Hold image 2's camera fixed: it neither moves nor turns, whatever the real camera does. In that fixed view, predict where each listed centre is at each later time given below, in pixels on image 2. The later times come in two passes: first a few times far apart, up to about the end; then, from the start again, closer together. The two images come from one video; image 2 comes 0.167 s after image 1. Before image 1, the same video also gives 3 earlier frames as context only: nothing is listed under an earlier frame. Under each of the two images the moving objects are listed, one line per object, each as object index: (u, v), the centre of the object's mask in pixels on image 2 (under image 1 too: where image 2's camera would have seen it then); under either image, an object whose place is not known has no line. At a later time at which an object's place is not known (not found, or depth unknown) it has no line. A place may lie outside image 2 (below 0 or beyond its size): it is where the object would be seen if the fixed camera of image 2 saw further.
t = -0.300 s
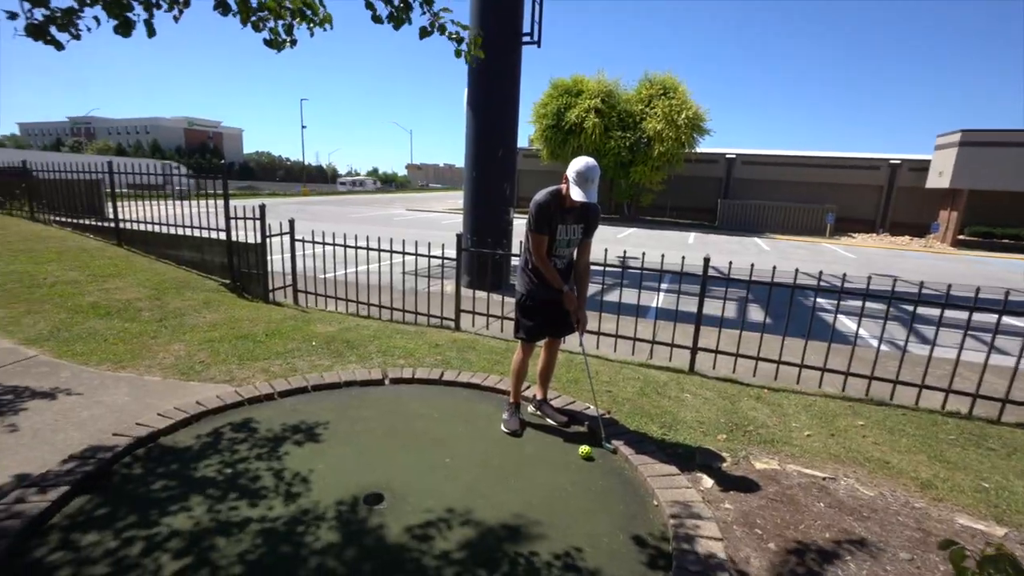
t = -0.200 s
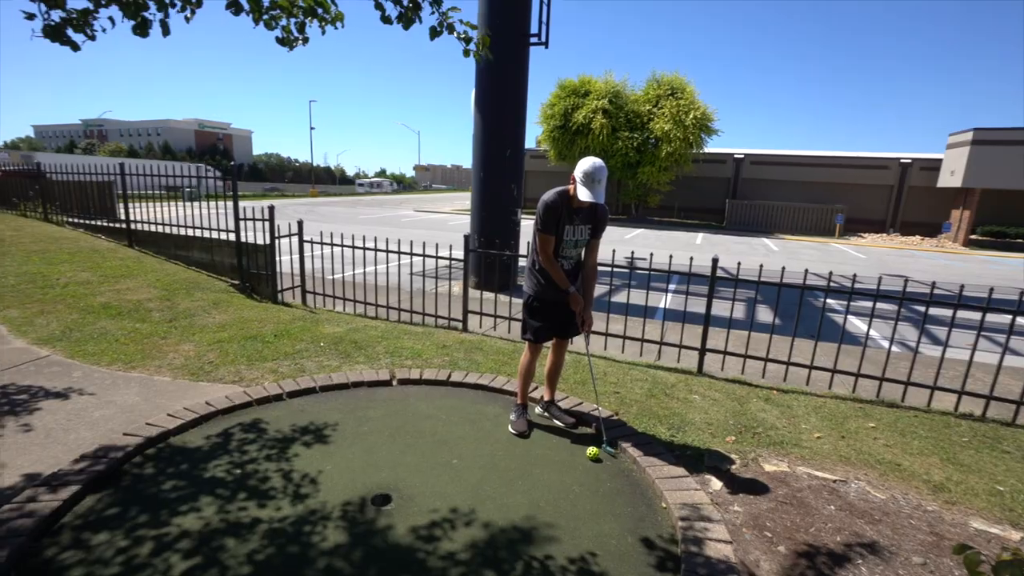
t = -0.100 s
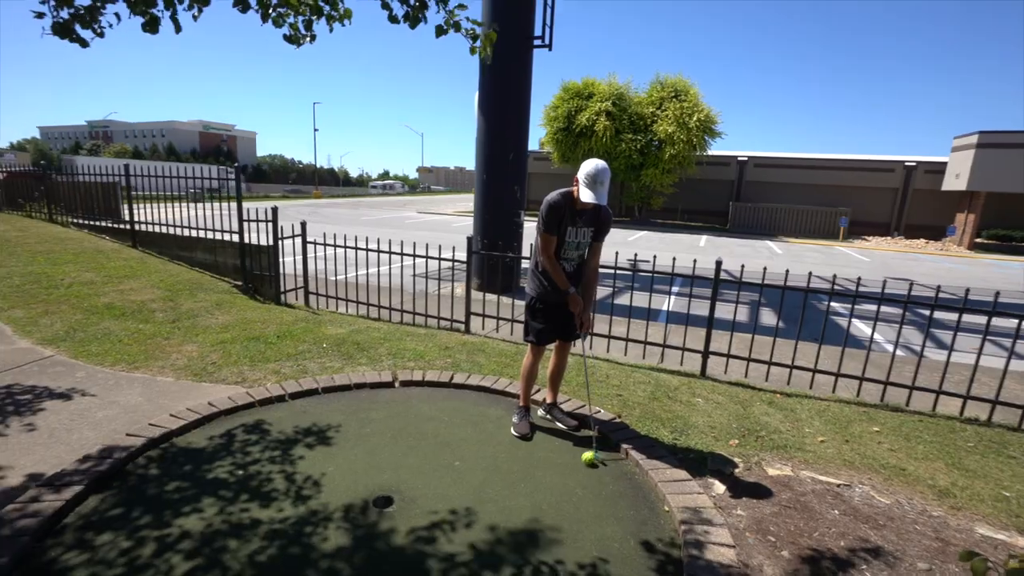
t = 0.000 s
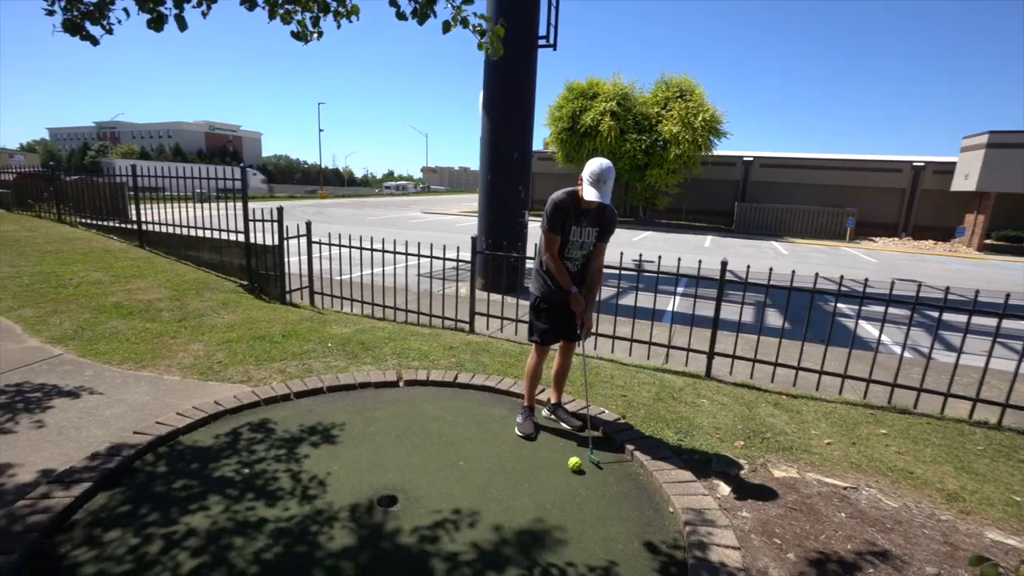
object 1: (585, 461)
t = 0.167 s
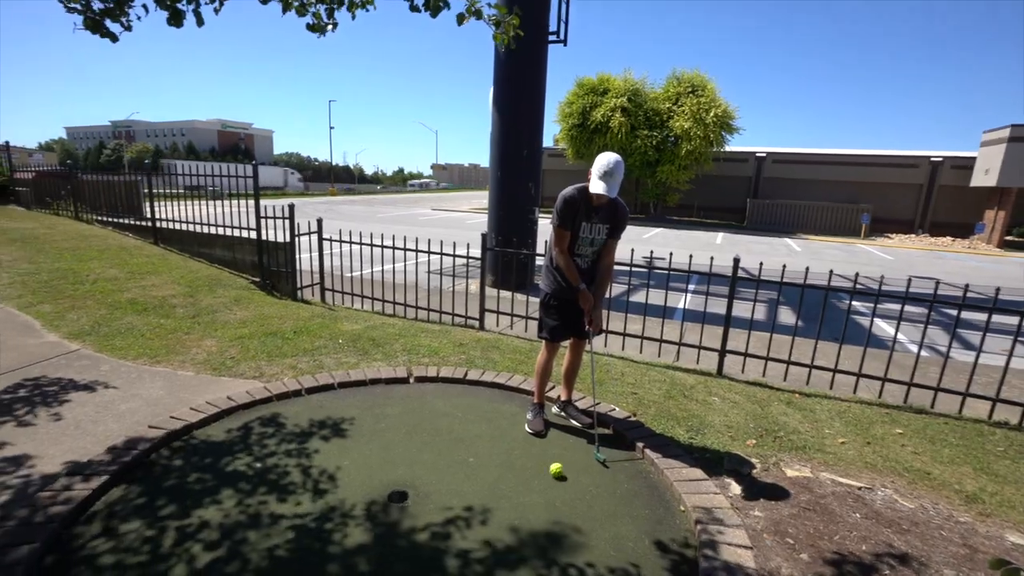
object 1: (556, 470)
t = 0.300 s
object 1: (534, 476)
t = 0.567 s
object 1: (492, 490)
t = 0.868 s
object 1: (450, 509)
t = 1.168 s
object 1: (411, 530)
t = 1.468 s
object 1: (371, 551)
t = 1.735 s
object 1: (339, 563)
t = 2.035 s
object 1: (308, 575)
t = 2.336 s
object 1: (283, 583)
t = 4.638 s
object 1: (236, 595)
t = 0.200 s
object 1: (550, 471)
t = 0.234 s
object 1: (544, 472)
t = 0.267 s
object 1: (539, 473)
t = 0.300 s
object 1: (534, 476)
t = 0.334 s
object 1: (528, 477)
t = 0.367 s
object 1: (523, 479)
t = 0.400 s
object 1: (518, 480)
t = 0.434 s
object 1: (512, 482)
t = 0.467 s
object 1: (507, 484)
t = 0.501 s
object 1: (502, 486)
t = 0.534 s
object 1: (496, 488)
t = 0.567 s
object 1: (492, 490)
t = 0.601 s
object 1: (486, 493)
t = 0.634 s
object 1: (482, 494)
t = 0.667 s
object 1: (477, 496)
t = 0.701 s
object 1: (473, 497)
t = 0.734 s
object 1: (468, 499)
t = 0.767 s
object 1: (463, 502)
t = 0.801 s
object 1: (459, 503)
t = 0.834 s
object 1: (455, 505)
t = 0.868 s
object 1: (450, 509)
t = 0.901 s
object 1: (446, 510)
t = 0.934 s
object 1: (442, 512)
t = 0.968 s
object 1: (438, 515)
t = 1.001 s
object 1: (433, 517)
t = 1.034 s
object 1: (429, 520)
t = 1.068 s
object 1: (425, 522)
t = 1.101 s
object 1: (420, 525)
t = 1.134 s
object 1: (416, 527)
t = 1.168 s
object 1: (411, 530)
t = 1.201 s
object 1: (407, 533)
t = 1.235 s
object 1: (403, 535)
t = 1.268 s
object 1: (399, 537)
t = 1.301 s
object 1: (395, 539)
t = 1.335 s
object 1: (390, 542)
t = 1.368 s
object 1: (386, 544)
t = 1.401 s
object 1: (382, 545)
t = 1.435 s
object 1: (377, 548)
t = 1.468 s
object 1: (371, 551)
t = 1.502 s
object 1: (367, 552)
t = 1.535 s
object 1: (364, 554)
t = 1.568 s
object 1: (359, 555)
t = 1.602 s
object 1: (354, 557)
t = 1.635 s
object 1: (351, 558)
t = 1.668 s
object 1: (347, 560)
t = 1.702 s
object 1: (343, 562)
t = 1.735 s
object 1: (339, 563)
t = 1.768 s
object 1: (335, 565)
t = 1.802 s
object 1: (332, 566)
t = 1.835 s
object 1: (327, 568)
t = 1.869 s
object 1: (324, 570)
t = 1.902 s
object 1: (321, 571)
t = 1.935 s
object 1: (317, 572)
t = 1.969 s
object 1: (314, 572)
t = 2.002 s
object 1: (310, 573)
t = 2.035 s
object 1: (308, 575)
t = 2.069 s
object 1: (304, 576)
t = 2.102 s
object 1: (300, 578)
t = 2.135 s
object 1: (298, 579)
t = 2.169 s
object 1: (295, 579)
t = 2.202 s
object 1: (293, 580)
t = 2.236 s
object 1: (291, 580)
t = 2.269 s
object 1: (288, 582)
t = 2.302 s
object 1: (285, 582)
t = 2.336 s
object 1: (283, 583)
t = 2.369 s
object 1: (281, 583)
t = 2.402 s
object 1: (278, 583)
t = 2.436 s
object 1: (277, 583)
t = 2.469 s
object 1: (274, 583)
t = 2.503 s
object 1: (273, 584)
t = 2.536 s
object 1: (271, 584)
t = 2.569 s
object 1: (270, 584)
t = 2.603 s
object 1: (268, 584)
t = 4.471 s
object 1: (238, 594)
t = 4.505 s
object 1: (237, 594)
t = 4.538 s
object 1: (237, 594)
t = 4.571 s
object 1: (237, 594)
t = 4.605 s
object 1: (236, 595)
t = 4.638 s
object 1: (236, 595)
